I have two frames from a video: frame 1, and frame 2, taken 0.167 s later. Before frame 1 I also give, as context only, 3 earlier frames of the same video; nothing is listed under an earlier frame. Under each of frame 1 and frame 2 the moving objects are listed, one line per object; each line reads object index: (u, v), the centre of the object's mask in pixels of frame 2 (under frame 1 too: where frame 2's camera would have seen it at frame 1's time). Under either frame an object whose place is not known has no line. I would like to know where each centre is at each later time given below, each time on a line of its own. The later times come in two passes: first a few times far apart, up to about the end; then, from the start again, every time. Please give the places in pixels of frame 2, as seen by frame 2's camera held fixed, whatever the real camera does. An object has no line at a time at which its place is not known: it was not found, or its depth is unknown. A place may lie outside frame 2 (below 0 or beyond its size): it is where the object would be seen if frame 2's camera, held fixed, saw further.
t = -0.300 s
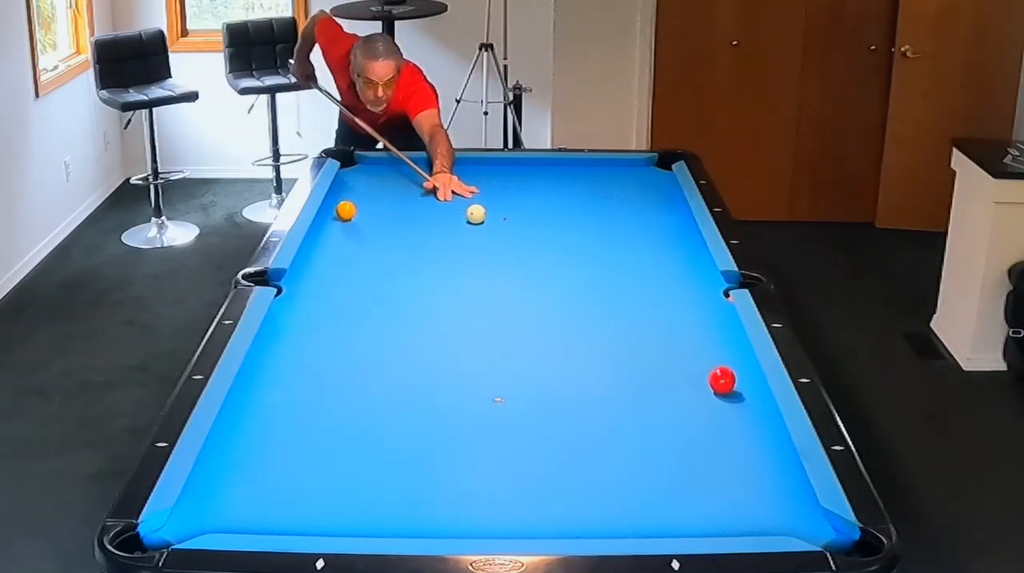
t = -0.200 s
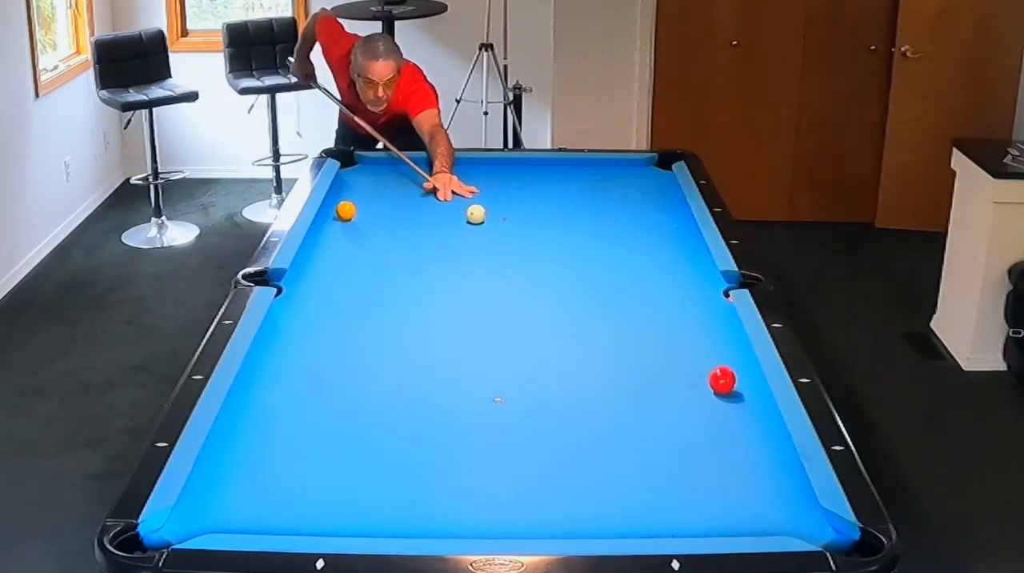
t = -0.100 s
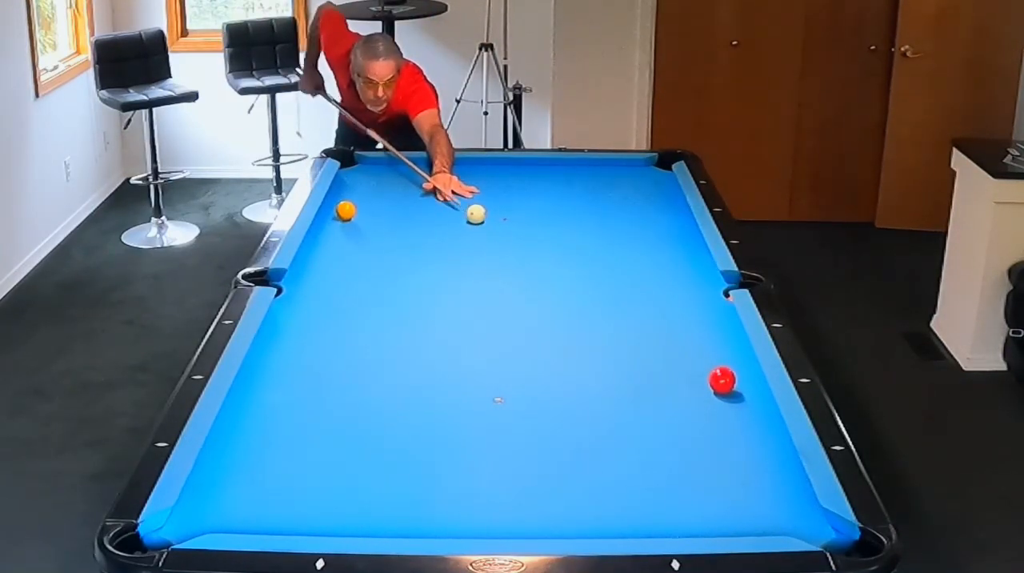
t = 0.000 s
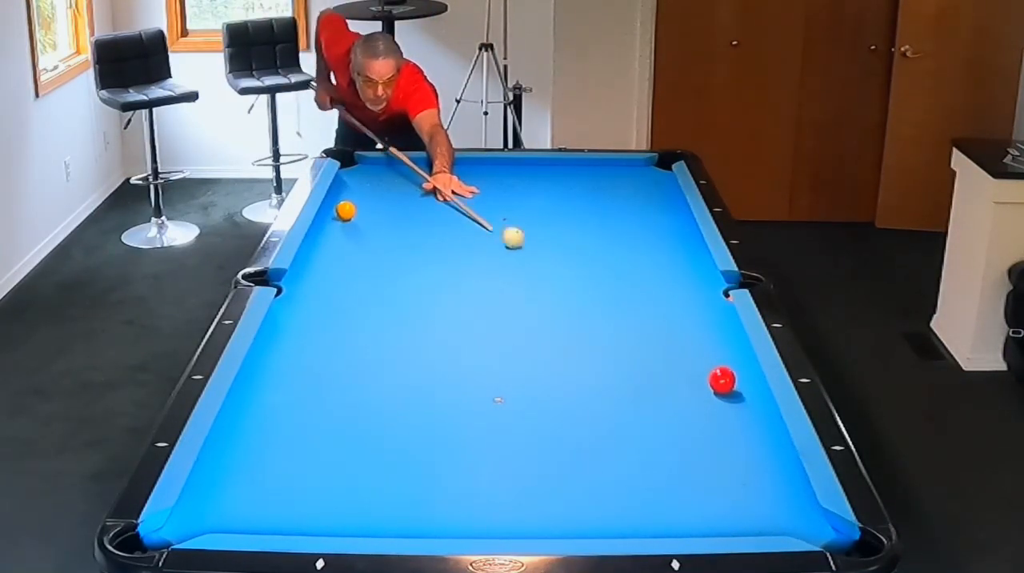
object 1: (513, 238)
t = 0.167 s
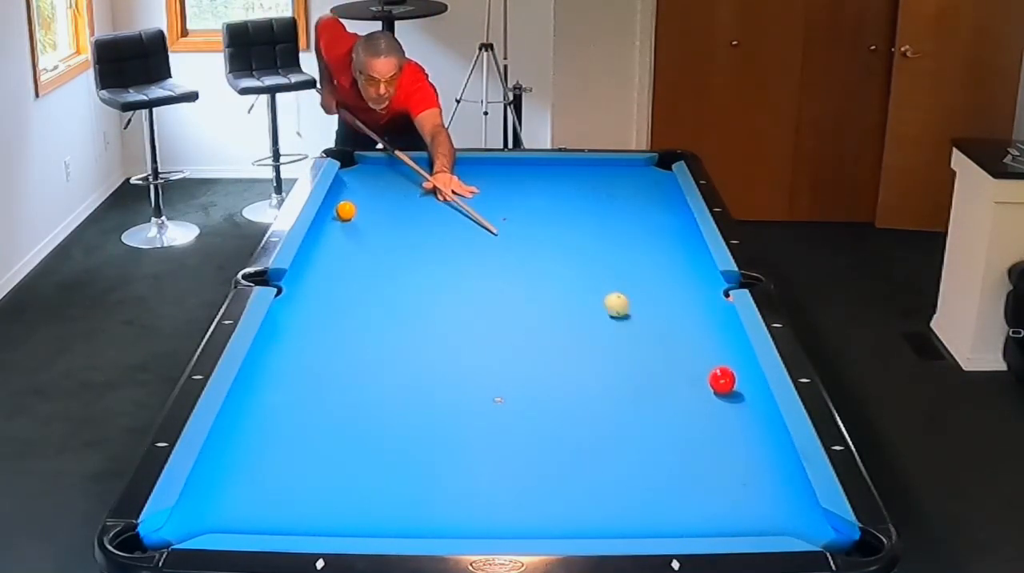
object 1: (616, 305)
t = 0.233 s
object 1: (660, 333)
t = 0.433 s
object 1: (745, 367)
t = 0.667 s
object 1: (704, 357)
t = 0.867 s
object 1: (672, 349)
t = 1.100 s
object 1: (638, 340)
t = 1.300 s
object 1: (611, 333)
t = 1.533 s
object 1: (582, 325)
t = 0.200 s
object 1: (639, 319)
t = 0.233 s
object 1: (660, 333)
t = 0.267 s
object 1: (683, 348)
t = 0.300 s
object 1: (705, 361)
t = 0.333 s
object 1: (722, 366)
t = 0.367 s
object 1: (735, 368)
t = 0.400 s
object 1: (746, 368)
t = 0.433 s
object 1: (745, 367)
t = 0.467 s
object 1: (738, 365)
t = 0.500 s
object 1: (732, 364)
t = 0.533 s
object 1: (726, 362)
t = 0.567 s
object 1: (721, 361)
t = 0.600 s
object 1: (715, 359)
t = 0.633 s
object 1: (709, 358)
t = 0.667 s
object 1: (704, 357)
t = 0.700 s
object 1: (698, 355)
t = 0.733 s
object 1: (693, 354)
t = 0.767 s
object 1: (688, 353)
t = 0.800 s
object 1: (683, 351)
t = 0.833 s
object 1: (677, 350)
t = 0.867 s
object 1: (672, 349)
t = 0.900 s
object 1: (667, 348)
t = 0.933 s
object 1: (662, 346)
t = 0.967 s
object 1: (657, 345)
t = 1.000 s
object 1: (652, 344)
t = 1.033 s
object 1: (648, 342)
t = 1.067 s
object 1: (643, 341)
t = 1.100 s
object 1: (638, 340)
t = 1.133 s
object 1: (633, 339)
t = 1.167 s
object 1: (629, 338)
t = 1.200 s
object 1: (624, 336)
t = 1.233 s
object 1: (620, 335)
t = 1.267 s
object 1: (615, 334)
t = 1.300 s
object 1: (611, 333)
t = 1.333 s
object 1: (607, 332)
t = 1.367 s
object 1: (603, 330)
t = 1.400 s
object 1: (598, 329)
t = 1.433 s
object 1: (594, 328)
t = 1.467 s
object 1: (590, 327)
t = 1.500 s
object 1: (586, 326)
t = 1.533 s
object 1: (582, 325)
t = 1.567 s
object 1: (578, 324)
